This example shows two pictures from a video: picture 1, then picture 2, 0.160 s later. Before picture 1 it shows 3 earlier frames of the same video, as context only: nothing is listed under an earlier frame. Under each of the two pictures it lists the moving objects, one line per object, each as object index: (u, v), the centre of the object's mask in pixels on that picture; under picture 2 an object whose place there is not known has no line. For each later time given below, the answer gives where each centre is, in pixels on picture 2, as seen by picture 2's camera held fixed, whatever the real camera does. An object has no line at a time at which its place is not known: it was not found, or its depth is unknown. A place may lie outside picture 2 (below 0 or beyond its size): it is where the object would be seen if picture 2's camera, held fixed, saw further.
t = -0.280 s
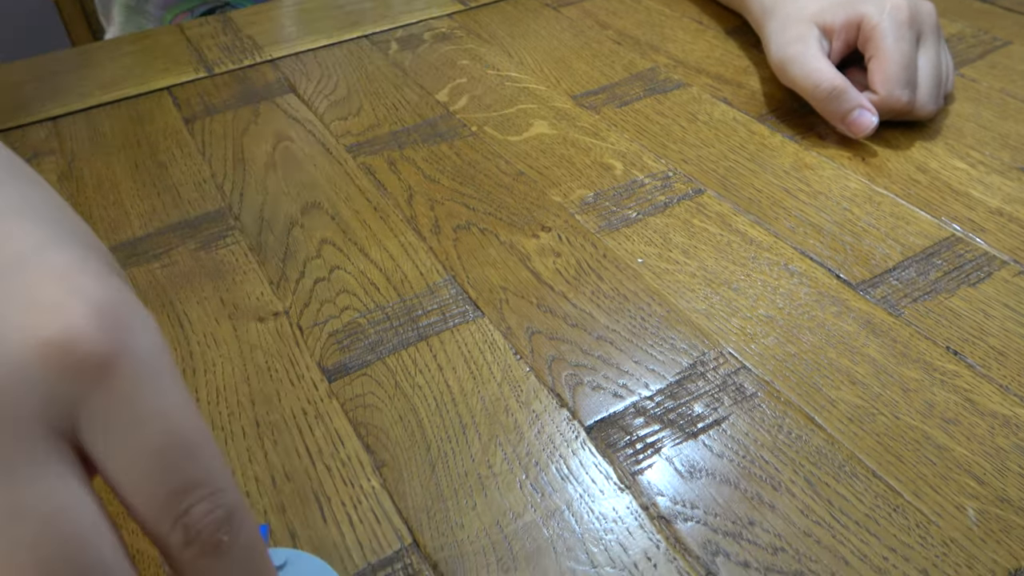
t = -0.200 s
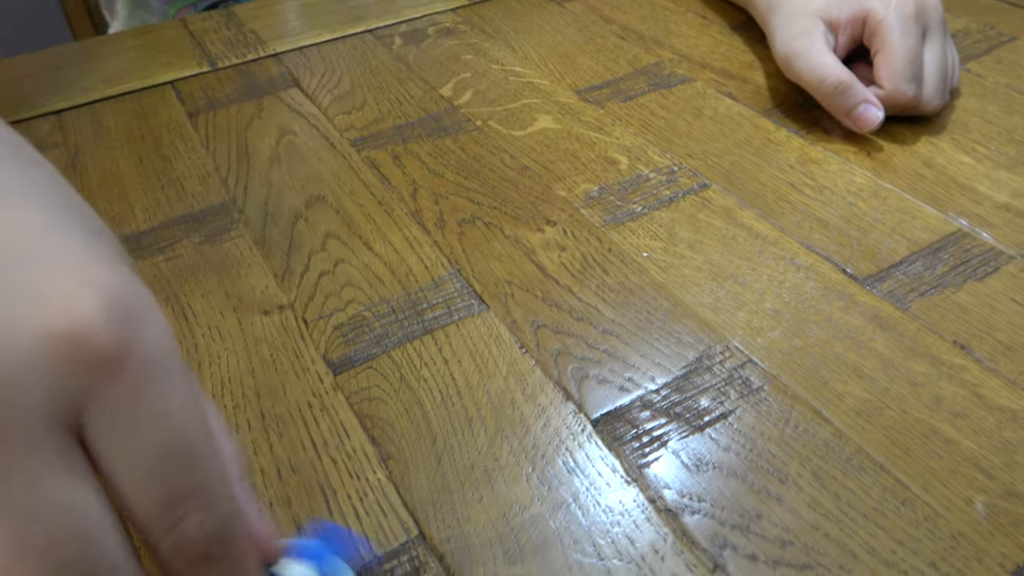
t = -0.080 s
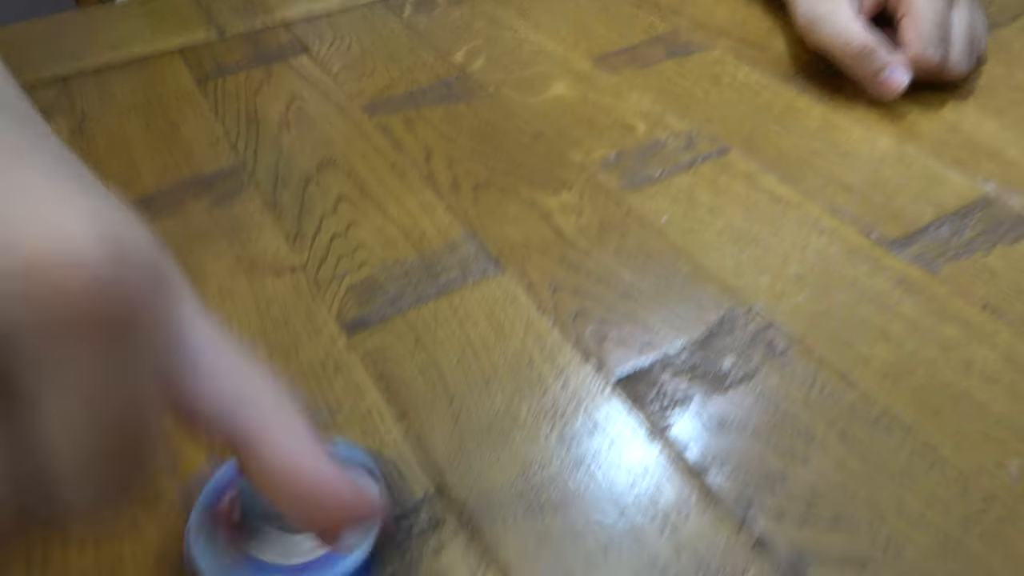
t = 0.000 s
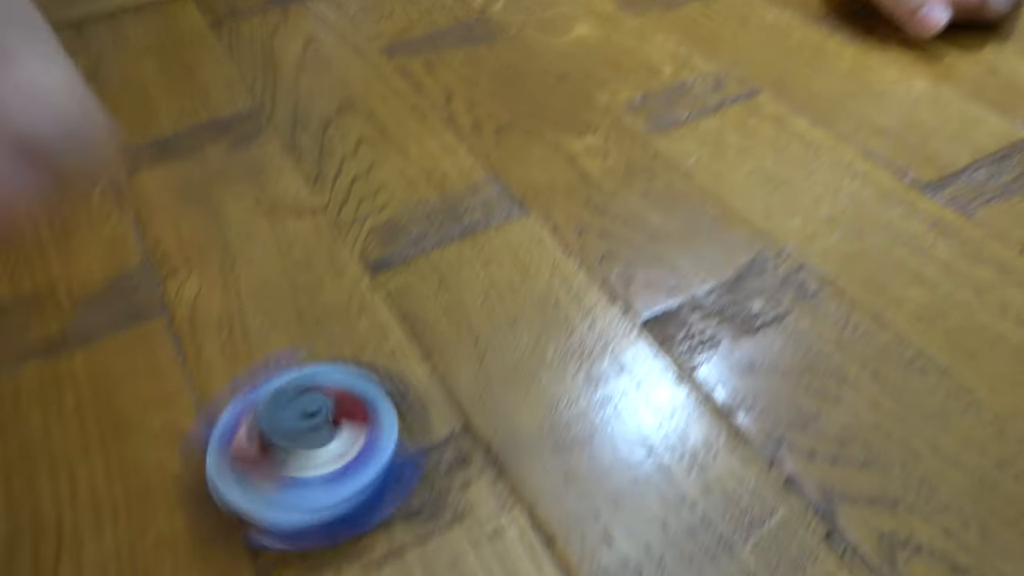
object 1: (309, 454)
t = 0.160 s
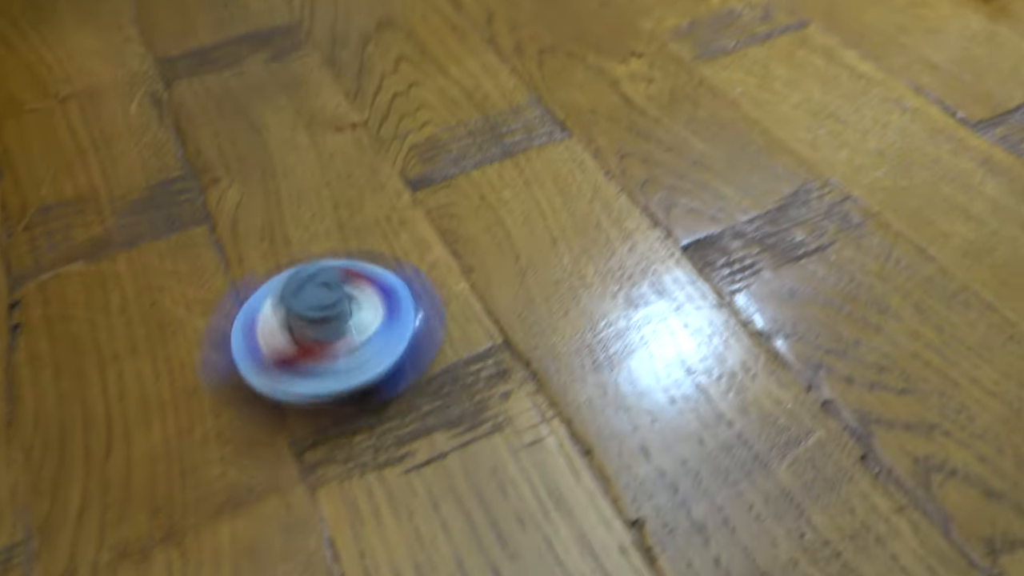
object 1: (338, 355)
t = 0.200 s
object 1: (318, 327)
